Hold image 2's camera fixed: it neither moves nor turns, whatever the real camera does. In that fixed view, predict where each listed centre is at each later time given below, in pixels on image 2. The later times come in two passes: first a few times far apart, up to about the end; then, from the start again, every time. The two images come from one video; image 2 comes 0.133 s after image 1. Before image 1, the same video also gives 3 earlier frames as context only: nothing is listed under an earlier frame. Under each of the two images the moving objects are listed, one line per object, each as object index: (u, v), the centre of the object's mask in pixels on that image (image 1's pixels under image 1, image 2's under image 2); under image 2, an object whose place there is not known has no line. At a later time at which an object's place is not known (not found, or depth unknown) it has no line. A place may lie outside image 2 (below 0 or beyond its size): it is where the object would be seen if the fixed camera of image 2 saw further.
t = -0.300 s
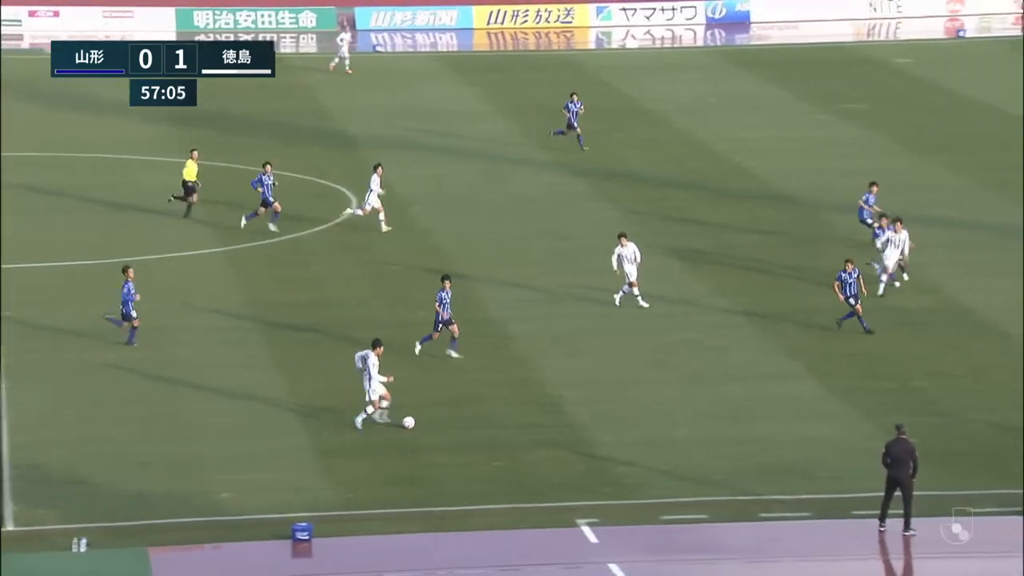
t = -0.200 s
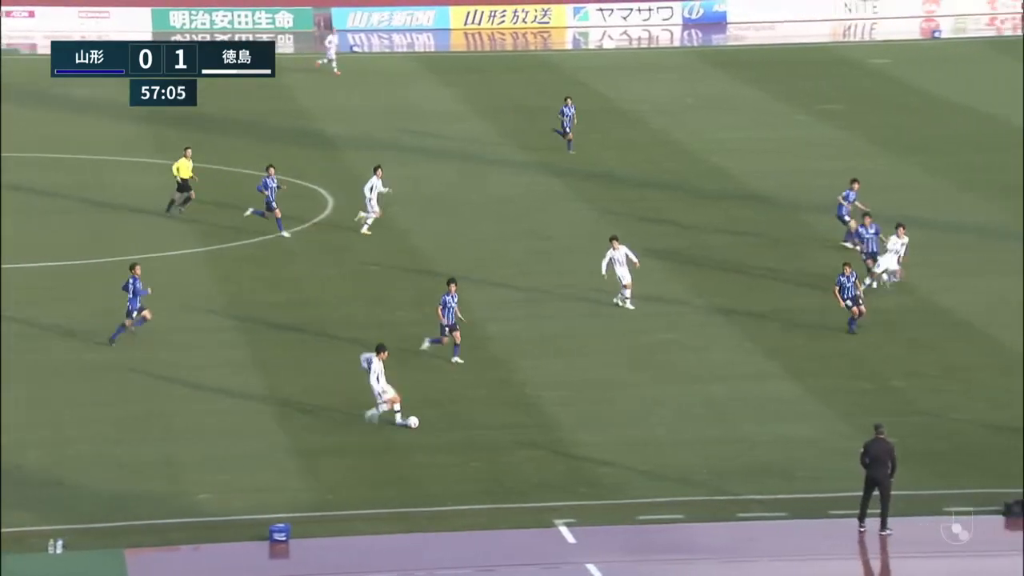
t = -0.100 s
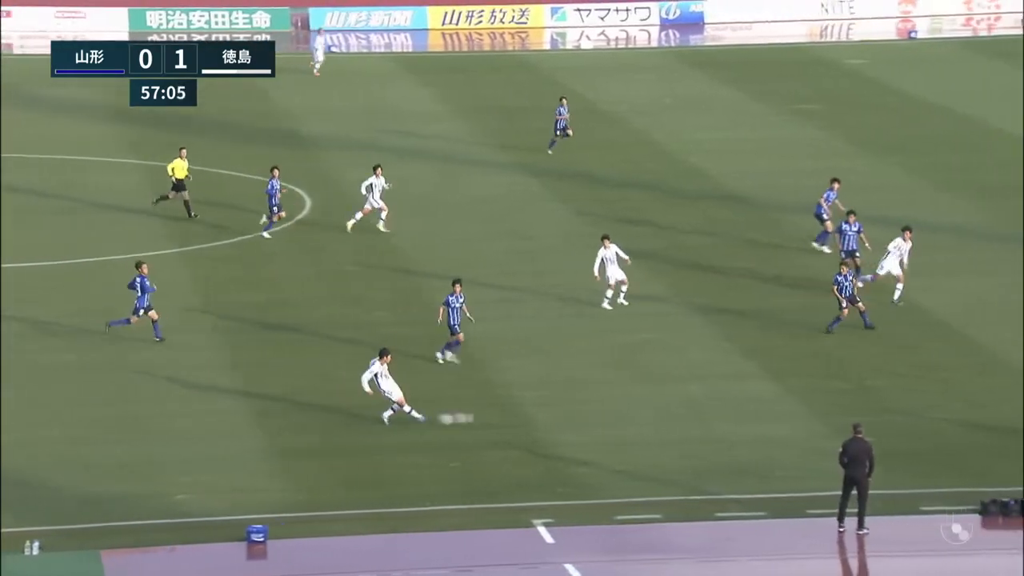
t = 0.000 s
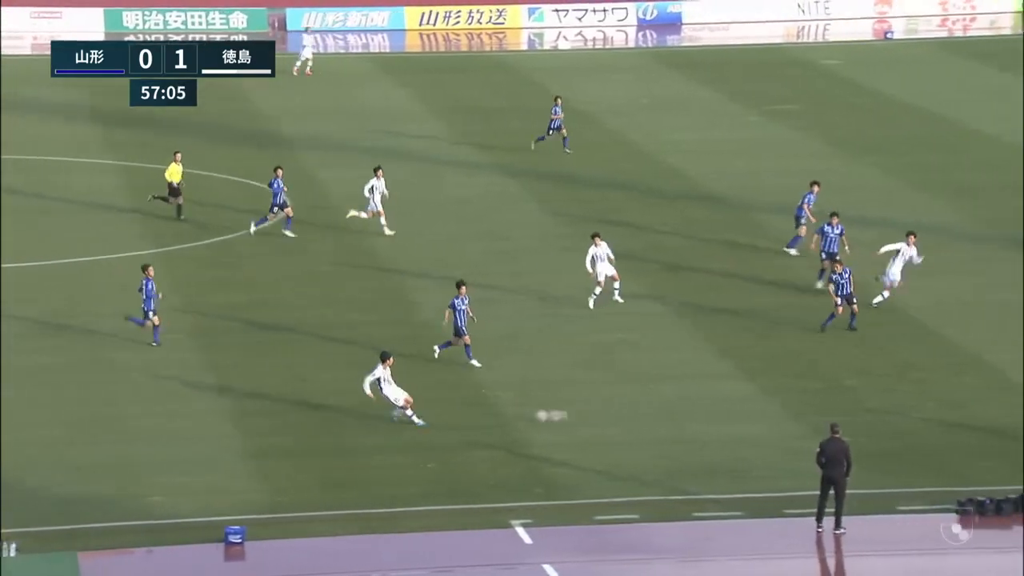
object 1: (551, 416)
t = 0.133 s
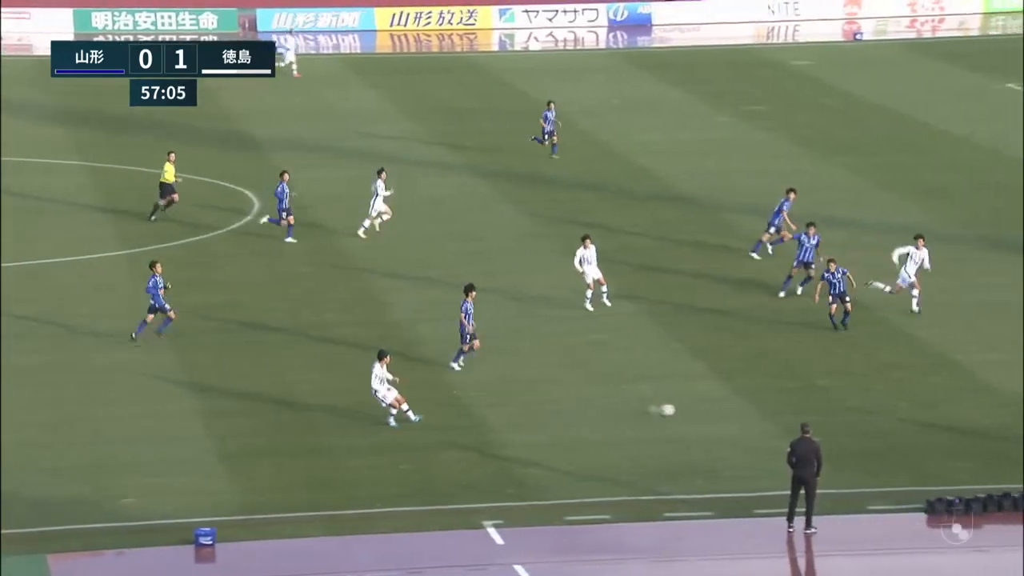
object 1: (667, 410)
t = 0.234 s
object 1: (763, 406)
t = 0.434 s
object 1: (946, 398)
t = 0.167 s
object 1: (699, 409)
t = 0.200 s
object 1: (731, 408)
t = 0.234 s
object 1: (763, 406)
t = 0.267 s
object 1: (800, 404)
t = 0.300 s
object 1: (825, 403)
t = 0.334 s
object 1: (857, 403)
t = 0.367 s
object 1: (887, 401)
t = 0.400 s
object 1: (911, 400)
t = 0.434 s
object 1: (946, 398)
